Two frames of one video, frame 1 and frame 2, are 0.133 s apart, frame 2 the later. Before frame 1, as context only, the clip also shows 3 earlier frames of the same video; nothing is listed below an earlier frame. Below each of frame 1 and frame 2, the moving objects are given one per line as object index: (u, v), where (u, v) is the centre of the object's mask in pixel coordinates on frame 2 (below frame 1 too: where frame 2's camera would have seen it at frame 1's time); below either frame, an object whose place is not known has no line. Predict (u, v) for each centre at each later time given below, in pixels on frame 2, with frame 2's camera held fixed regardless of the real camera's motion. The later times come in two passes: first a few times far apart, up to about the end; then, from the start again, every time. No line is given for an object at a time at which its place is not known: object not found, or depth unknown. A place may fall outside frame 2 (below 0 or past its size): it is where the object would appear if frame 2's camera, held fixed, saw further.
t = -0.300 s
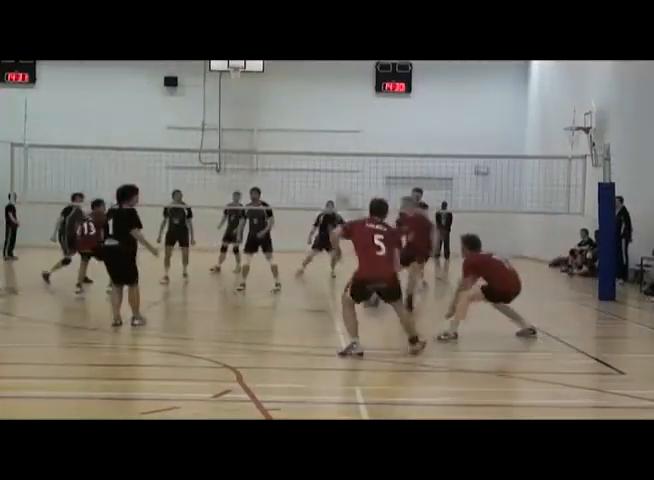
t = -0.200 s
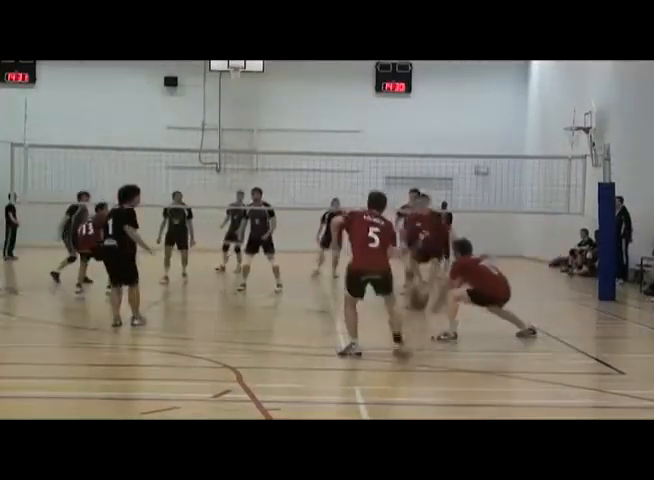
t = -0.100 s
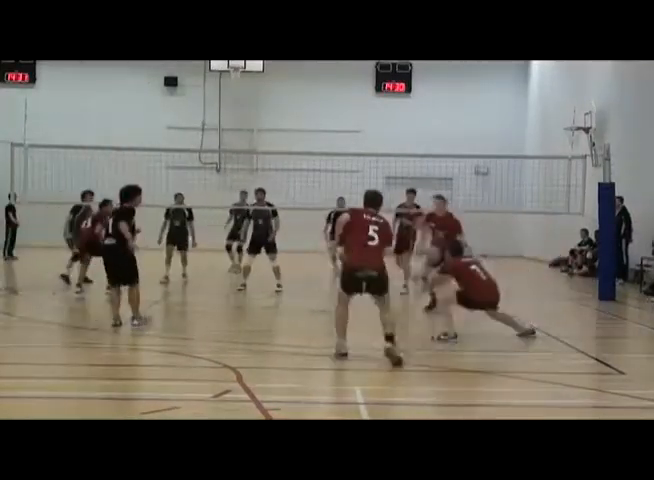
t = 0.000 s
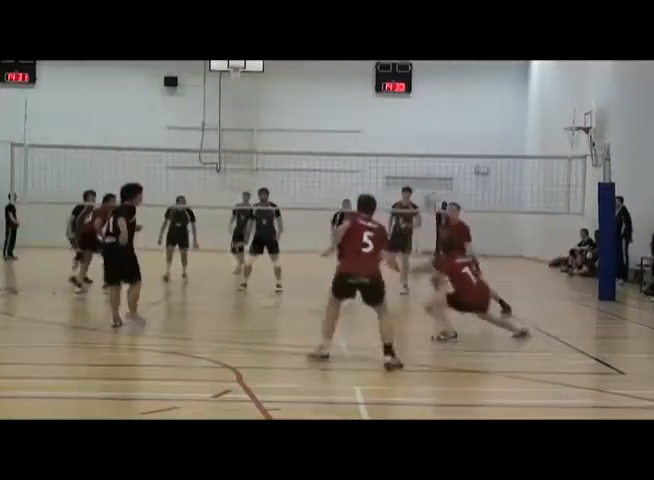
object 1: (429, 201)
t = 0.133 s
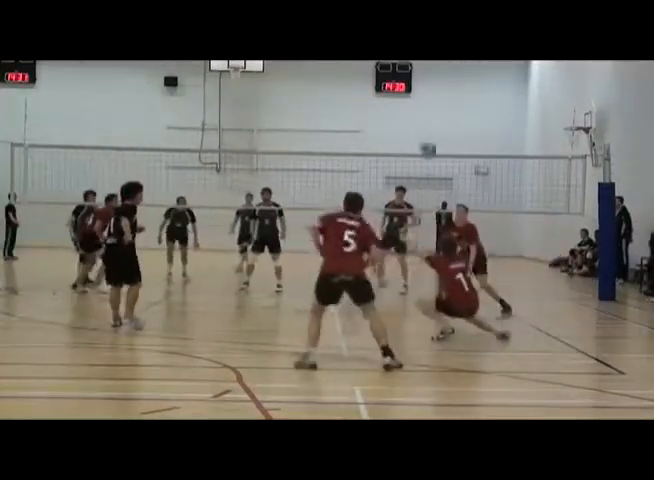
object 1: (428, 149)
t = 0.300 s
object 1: (426, 107)
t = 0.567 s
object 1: (424, 86)
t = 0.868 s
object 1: (421, 117)
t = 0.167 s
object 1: (427, 137)
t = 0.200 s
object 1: (427, 129)
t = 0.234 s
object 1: (427, 119)
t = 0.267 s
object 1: (427, 112)
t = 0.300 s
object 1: (426, 107)
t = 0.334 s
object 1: (426, 101)
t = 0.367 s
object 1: (425, 96)
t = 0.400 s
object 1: (425, 93)
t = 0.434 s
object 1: (425, 88)
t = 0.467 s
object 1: (424, 87)
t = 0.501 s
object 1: (424, 86)
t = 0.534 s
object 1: (424, 86)
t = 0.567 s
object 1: (424, 86)
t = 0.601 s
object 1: (424, 86)
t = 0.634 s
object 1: (424, 88)
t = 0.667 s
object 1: (422, 89)
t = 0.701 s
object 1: (423, 93)
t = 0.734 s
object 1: (422, 96)
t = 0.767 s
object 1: (422, 101)
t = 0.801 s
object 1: (421, 106)
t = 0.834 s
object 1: (422, 112)
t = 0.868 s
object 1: (421, 117)
